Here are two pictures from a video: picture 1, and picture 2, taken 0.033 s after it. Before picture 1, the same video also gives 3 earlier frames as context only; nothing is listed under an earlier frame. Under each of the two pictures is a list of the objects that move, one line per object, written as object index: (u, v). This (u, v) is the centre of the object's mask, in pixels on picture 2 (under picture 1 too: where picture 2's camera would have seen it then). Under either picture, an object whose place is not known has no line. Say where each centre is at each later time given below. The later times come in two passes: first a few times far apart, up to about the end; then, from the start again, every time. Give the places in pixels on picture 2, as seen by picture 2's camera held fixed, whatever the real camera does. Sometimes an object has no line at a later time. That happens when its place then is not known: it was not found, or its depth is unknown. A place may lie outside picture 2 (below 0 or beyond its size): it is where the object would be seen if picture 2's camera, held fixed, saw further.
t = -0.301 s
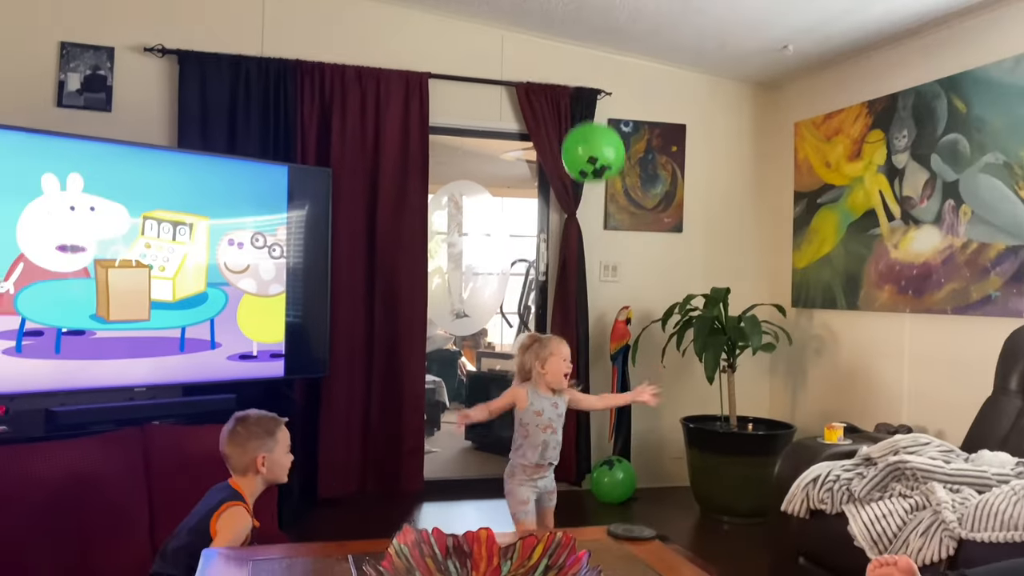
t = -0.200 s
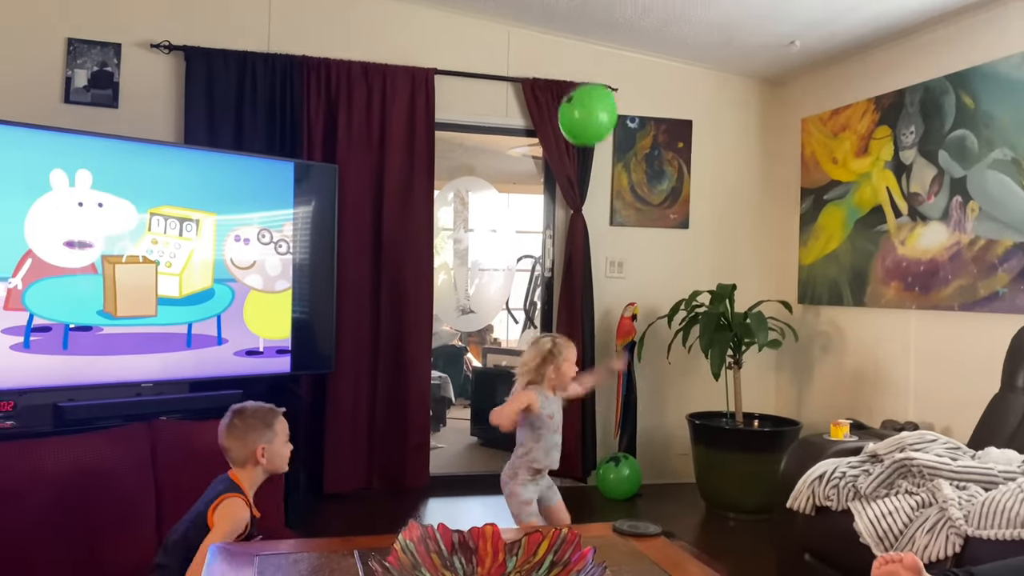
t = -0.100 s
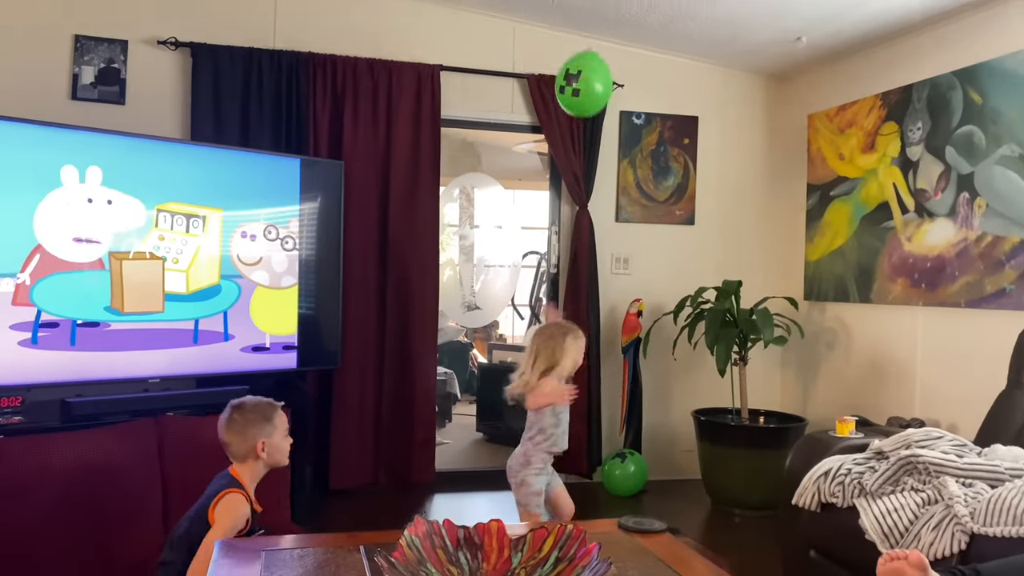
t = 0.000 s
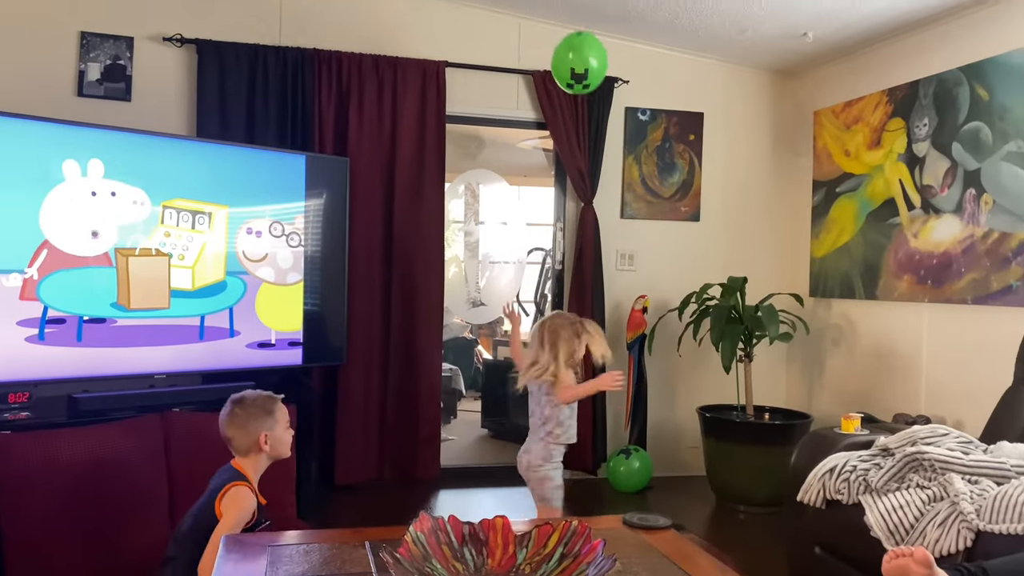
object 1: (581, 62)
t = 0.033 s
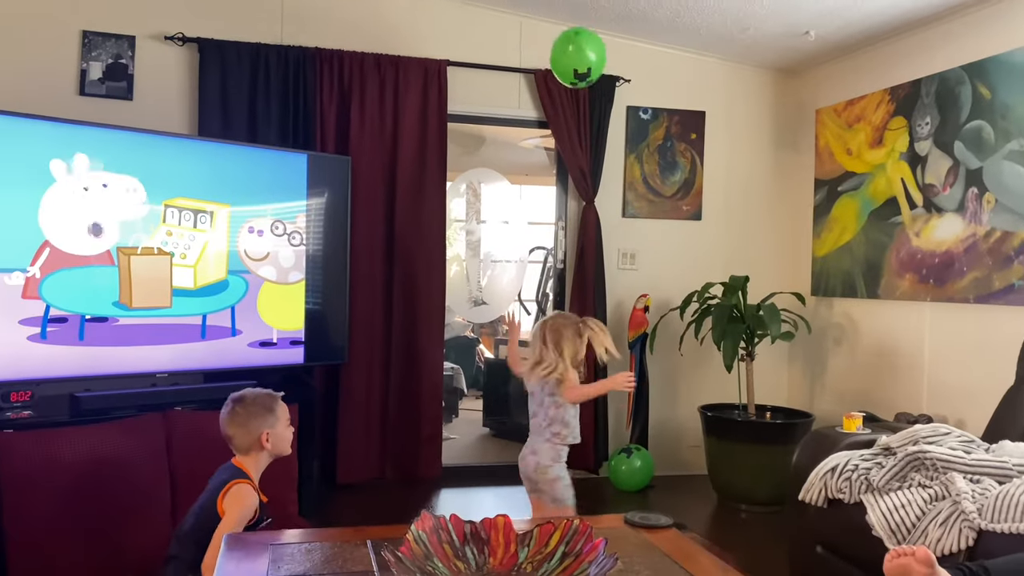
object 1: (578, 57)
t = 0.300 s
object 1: (556, 43)
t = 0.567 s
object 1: (538, 64)
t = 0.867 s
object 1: (530, 120)
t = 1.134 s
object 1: (530, 193)
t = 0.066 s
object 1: (575, 54)
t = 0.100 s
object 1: (572, 50)
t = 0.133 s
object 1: (569, 47)
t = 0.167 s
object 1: (566, 45)
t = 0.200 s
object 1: (563, 43)
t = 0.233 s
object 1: (560, 42)
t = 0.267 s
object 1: (558, 43)
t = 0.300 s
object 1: (556, 43)
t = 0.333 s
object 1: (554, 44)
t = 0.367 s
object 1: (551, 46)
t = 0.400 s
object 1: (549, 47)
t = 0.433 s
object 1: (546, 50)
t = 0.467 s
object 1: (544, 53)
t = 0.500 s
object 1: (542, 56)
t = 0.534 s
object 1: (540, 60)
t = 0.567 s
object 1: (538, 64)
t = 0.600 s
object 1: (537, 69)
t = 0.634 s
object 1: (535, 74)
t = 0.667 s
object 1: (534, 80)
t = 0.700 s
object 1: (533, 86)
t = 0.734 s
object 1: (532, 92)
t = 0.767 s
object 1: (531, 99)
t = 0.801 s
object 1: (531, 105)
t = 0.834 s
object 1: (530, 112)
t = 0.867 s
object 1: (530, 120)
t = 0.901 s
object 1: (530, 128)
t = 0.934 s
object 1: (530, 136)
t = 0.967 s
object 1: (530, 145)
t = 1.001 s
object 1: (530, 154)
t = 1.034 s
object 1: (529, 164)
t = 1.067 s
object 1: (529, 173)
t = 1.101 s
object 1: (530, 183)
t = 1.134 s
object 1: (530, 193)
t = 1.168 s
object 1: (530, 204)
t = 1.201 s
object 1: (529, 216)
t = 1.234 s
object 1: (530, 227)
